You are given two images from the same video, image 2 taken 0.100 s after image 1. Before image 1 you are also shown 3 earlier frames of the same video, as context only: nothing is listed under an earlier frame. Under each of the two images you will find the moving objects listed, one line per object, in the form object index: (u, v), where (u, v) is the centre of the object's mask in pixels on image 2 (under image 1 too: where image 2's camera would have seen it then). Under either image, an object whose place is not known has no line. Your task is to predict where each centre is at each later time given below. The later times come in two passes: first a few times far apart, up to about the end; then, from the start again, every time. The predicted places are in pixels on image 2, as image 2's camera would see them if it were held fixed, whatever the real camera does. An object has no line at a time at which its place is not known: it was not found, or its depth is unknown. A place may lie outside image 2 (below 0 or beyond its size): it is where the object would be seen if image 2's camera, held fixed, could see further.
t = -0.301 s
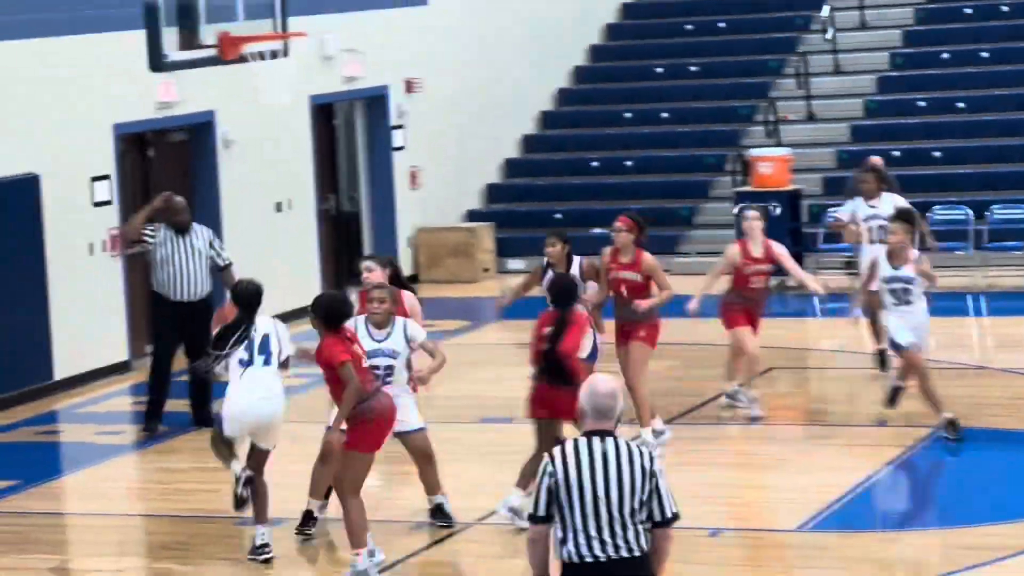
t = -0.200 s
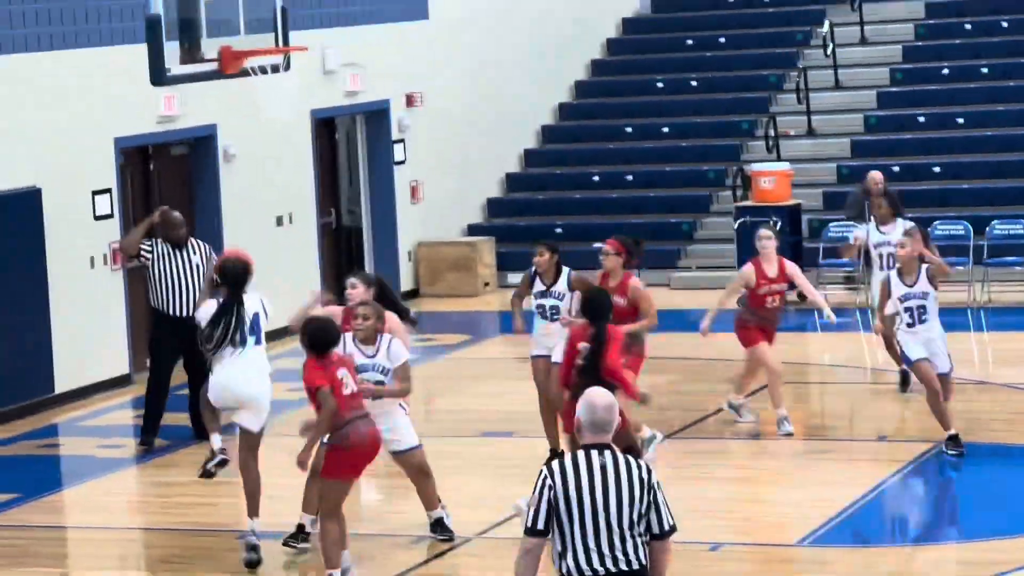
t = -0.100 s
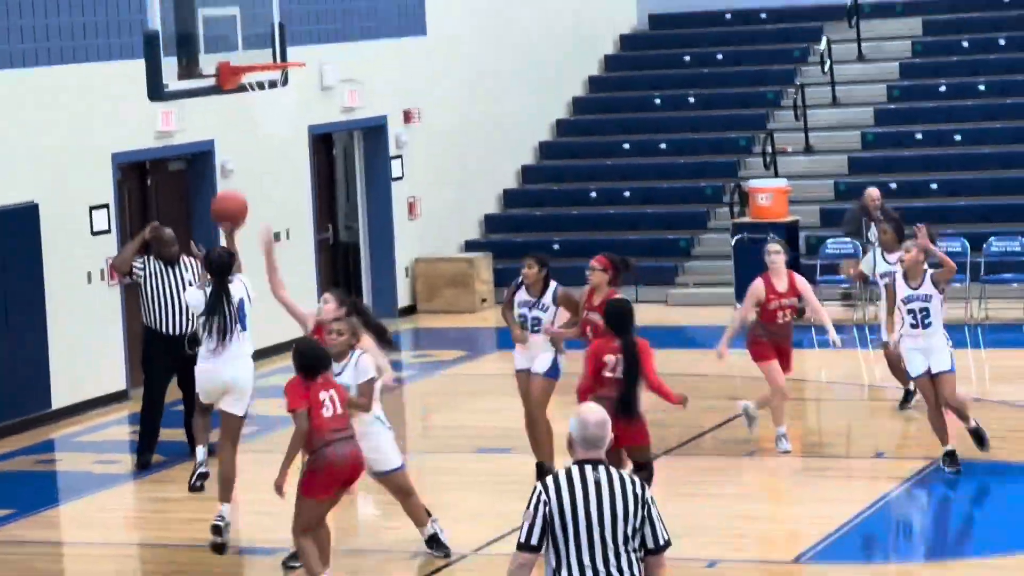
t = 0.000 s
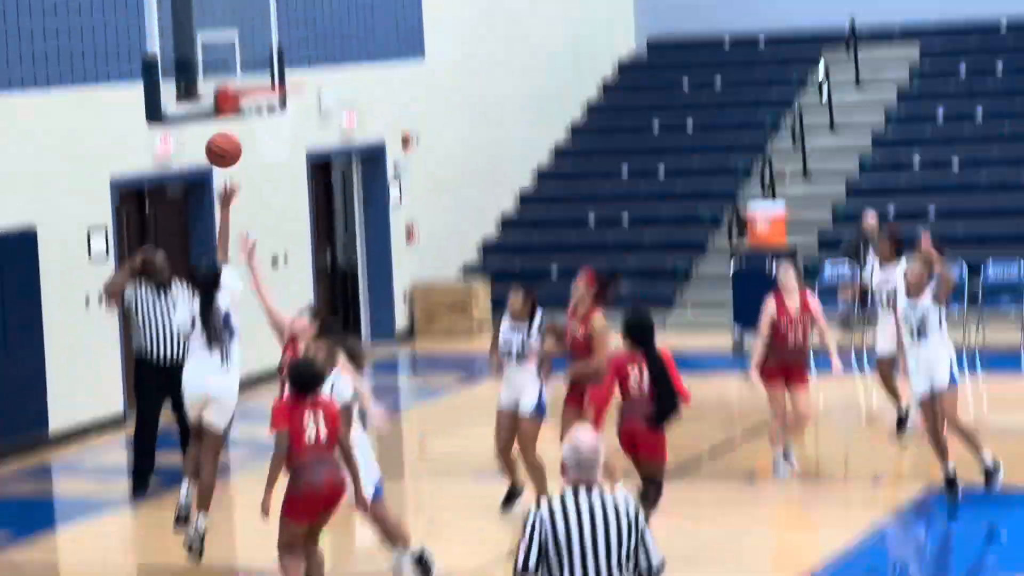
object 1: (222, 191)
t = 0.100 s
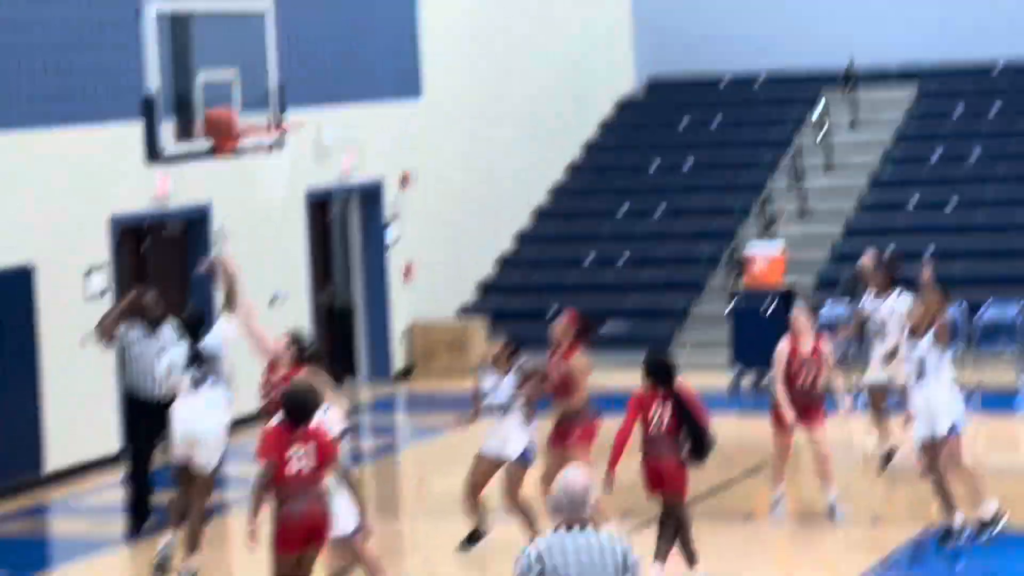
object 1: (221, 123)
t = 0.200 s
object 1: (215, 76)
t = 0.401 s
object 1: (213, 31)
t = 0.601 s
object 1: (214, 45)
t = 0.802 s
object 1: (266, 96)
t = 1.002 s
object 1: (291, 79)
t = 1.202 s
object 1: (307, 81)
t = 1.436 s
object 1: (331, 155)
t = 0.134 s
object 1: (218, 105)
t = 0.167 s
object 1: (216, 91)
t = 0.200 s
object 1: (215, 76)
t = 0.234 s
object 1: (215, 64)
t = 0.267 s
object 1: (214, 54)
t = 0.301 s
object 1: (213, 45)
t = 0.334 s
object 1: (212, 38)
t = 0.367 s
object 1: (213, 34)
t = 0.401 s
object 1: (213, 31)
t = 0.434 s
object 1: (213, 29)
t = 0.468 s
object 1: (213, 29)
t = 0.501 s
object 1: (213, 31)
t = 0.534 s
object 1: (213, 34)
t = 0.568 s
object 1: (213, 39)
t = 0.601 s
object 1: (214, 45)
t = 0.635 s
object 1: (220, 51)
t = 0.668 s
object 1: (229, 57)
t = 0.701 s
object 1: (238, 64)
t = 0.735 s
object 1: (248, 74)
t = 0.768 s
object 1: (256, 84)
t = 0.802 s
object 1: (266, 96)
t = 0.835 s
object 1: (275, 110)
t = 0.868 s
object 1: (280, 110)
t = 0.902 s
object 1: (283, 99)
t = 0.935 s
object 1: (285, 92)
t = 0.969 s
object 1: (287, 85)
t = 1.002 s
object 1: (291, 79)
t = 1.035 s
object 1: (293, 76)
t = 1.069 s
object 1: (295, 74)
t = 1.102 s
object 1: (298, 74)
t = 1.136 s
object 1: (301, 75)
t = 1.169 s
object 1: (304, 77)
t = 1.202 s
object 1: (307, 81)
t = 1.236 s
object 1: (311, 87)
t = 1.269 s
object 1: (314, 94)
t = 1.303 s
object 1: (316, 102)
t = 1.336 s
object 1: (320, 113)
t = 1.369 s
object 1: (324, 126)
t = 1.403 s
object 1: (327, 140)
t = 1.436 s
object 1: (331, 155)
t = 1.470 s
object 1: (335, 173)
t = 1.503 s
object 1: (340, 193)
